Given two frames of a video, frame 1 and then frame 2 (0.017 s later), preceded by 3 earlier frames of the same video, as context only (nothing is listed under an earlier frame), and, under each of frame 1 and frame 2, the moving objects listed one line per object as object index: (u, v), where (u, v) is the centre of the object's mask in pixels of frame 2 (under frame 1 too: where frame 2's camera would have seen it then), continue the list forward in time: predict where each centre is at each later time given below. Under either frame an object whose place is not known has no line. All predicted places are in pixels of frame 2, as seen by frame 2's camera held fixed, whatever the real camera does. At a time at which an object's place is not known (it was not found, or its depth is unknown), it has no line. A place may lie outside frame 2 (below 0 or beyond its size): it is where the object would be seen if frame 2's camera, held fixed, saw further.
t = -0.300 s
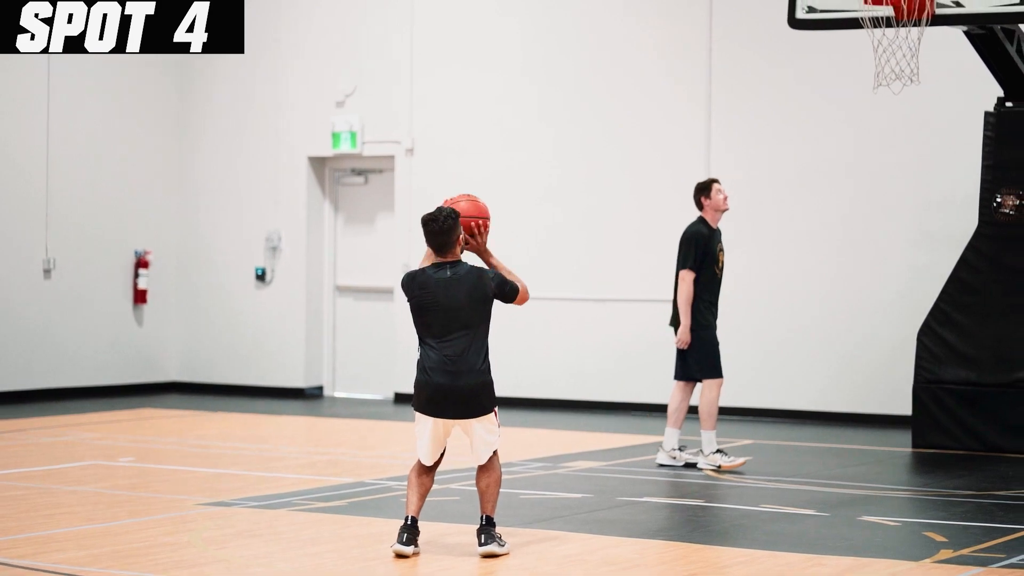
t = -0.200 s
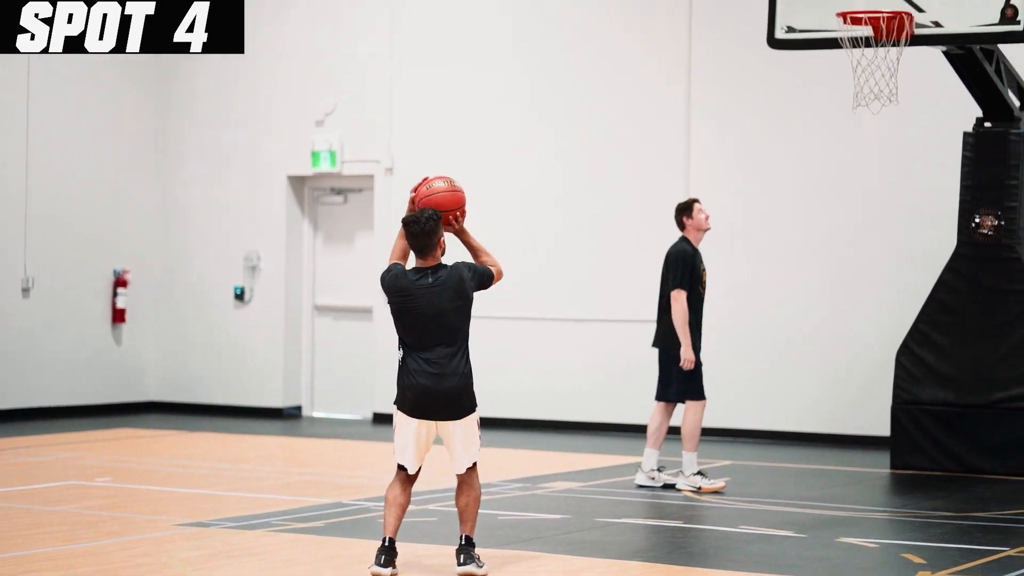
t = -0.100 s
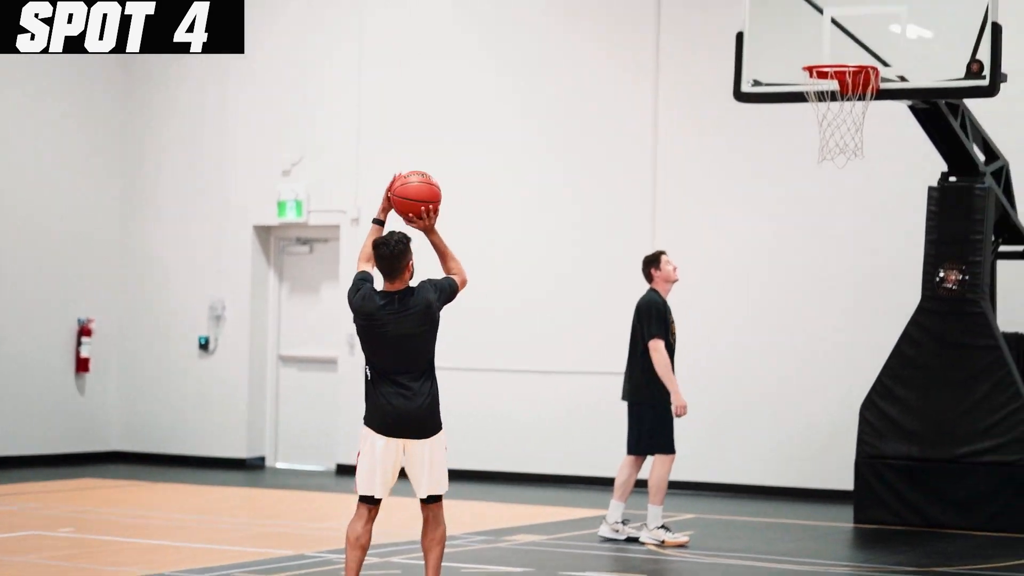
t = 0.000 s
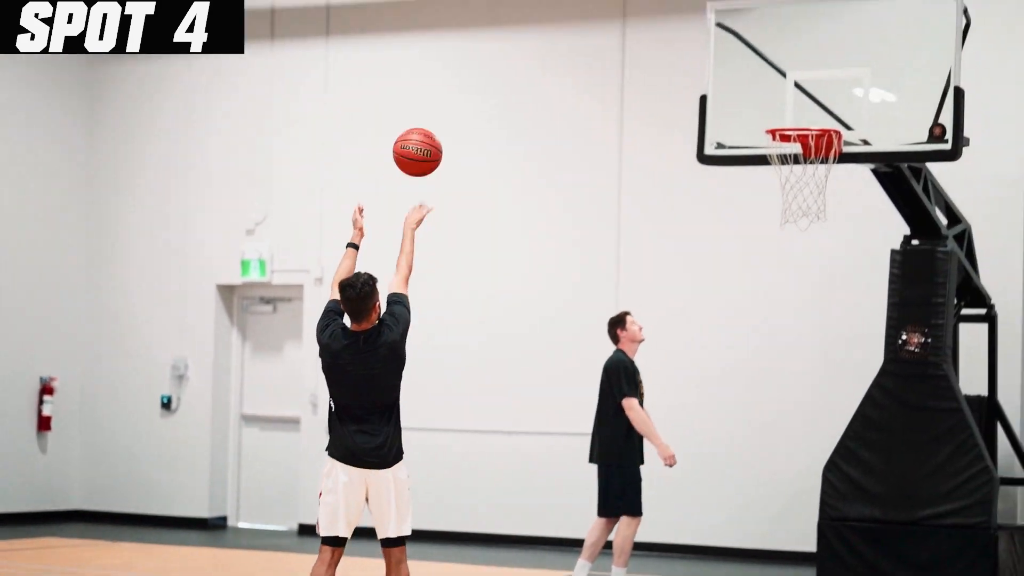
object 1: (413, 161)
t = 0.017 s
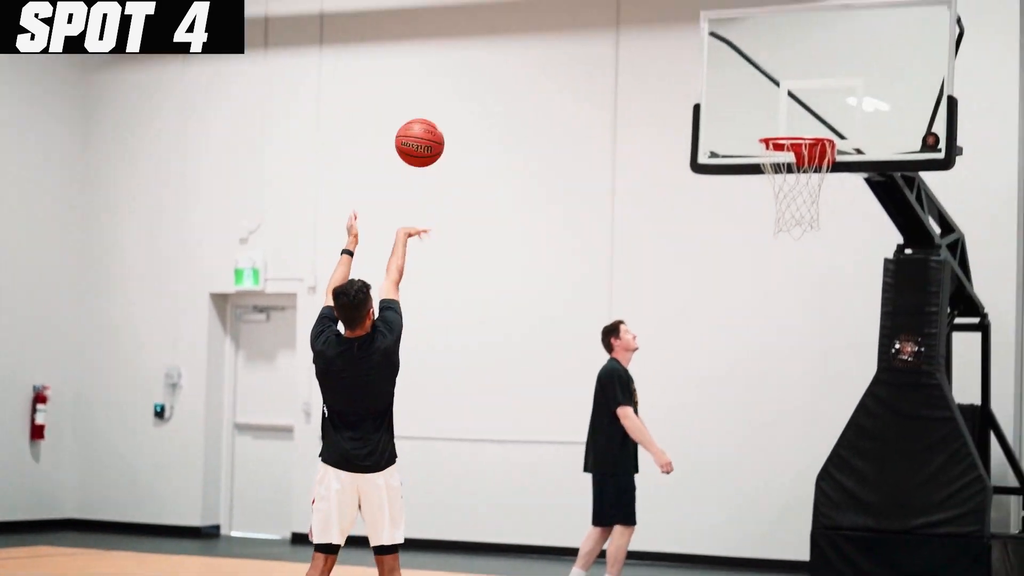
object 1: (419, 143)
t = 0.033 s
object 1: (426, 126)
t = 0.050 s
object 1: (434, 110)
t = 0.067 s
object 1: (442, 94)
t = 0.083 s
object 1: (450, 78)
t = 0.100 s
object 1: (458, 64)
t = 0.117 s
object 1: (466, 50)
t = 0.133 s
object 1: (474, 36)
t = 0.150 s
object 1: (481, 24)
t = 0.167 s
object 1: (489, 12)
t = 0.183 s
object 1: (497, 1)
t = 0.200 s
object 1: (505, -10)
